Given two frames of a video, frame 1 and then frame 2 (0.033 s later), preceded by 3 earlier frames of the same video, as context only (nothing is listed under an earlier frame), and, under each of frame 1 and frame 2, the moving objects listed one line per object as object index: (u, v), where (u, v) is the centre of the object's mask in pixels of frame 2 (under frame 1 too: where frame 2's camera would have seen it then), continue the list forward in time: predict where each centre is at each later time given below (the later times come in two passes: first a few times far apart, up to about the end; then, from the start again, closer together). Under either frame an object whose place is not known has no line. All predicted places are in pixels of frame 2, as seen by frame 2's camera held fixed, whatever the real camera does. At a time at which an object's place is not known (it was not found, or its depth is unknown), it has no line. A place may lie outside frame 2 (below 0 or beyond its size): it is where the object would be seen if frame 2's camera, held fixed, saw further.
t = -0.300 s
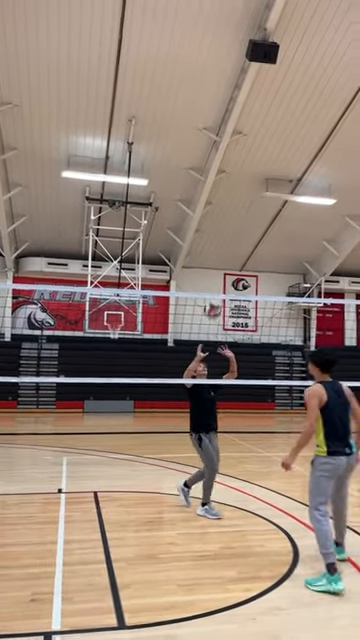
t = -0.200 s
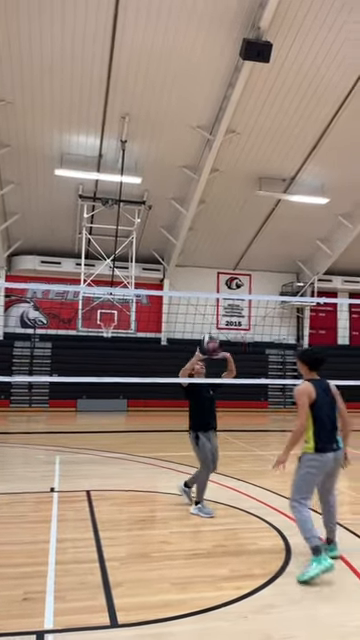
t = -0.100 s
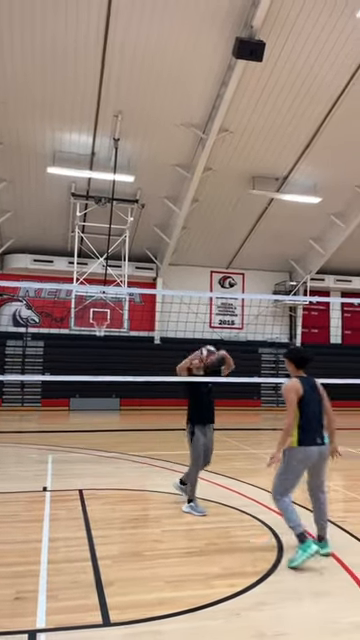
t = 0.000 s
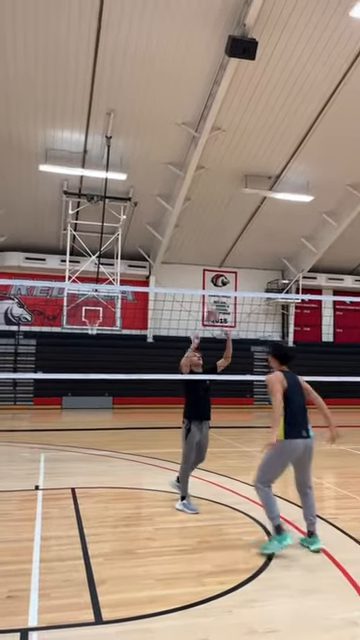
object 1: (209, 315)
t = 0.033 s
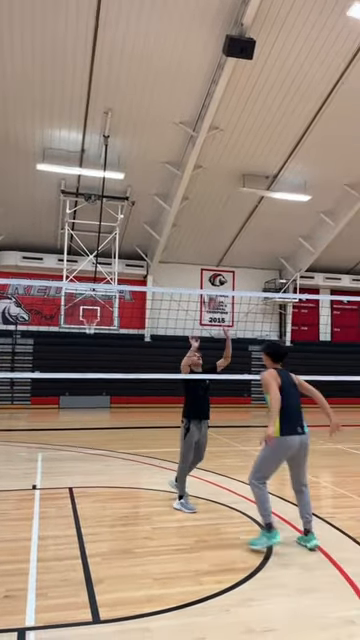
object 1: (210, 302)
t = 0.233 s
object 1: (230, 240)
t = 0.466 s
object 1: (251, 214)
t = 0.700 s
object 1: (270, 231)
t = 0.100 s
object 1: (217, 277)
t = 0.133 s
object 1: (221, 266)
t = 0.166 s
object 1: (223, 256)
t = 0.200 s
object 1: (227, 248)
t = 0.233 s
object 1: (230, 240)
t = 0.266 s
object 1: (233, 233)
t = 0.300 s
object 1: (236, 228)
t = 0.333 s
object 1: (239, 223)
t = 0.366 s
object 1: (242, 220)
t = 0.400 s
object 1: (245, 217)
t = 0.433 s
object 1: (248, 215)
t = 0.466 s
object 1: (251, 214)
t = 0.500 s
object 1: (254, 214)
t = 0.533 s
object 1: (256, 215)
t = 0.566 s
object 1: (259, 216)
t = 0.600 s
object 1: (262, 218)
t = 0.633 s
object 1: (265, 222)
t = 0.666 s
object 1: (267, 226)
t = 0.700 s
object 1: (270, 231)
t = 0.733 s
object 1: (272, 237)
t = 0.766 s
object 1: (275, 243)
